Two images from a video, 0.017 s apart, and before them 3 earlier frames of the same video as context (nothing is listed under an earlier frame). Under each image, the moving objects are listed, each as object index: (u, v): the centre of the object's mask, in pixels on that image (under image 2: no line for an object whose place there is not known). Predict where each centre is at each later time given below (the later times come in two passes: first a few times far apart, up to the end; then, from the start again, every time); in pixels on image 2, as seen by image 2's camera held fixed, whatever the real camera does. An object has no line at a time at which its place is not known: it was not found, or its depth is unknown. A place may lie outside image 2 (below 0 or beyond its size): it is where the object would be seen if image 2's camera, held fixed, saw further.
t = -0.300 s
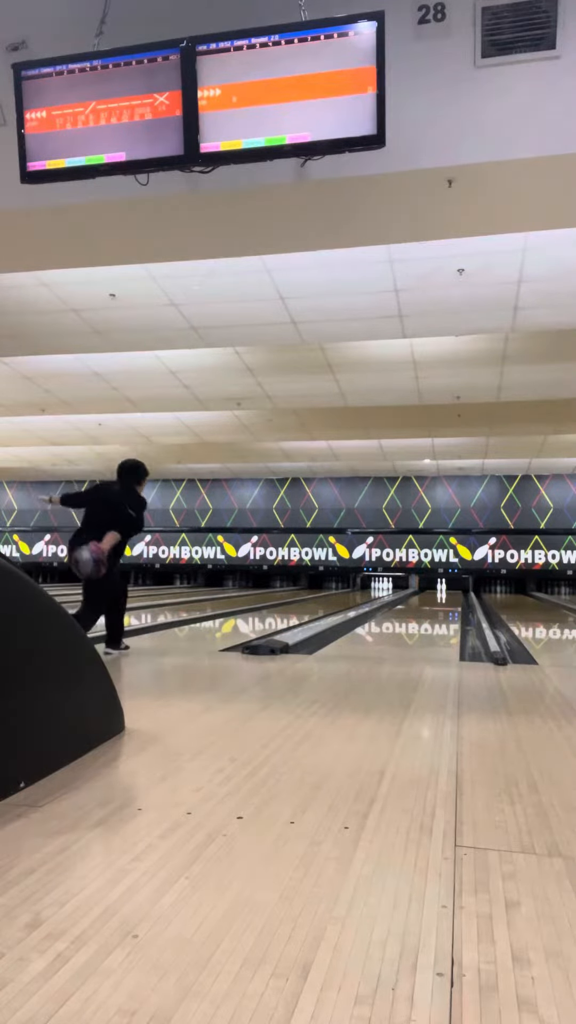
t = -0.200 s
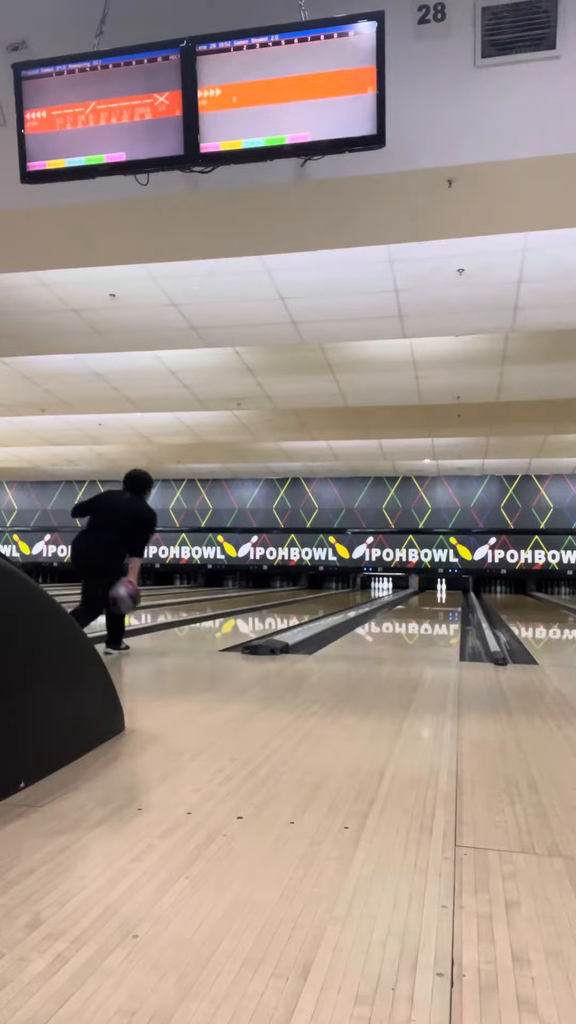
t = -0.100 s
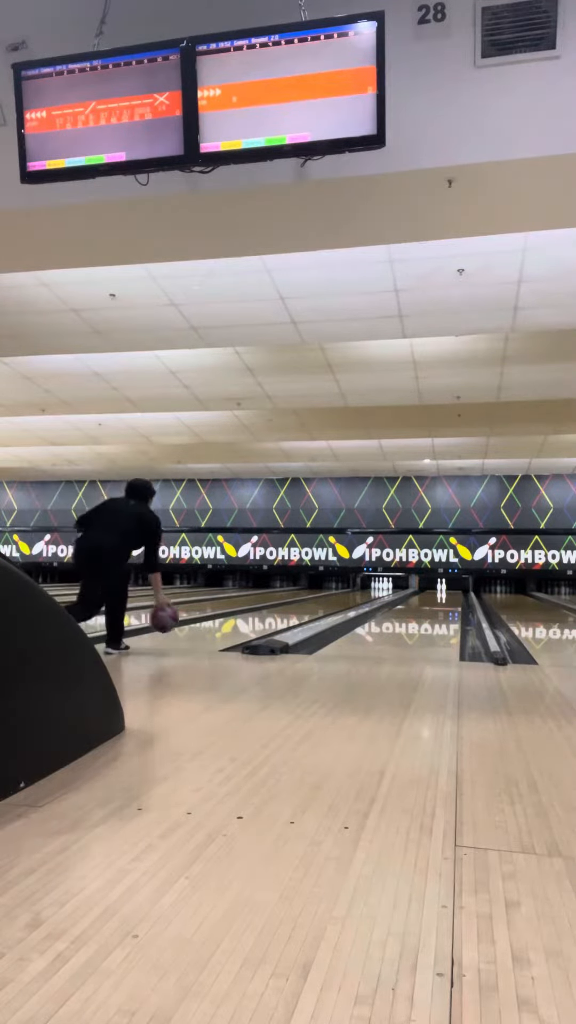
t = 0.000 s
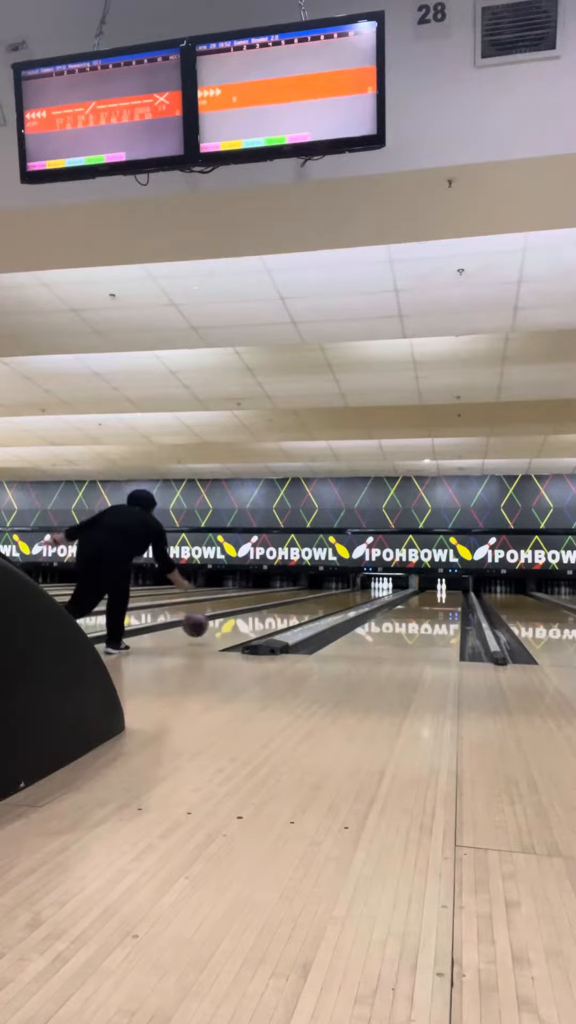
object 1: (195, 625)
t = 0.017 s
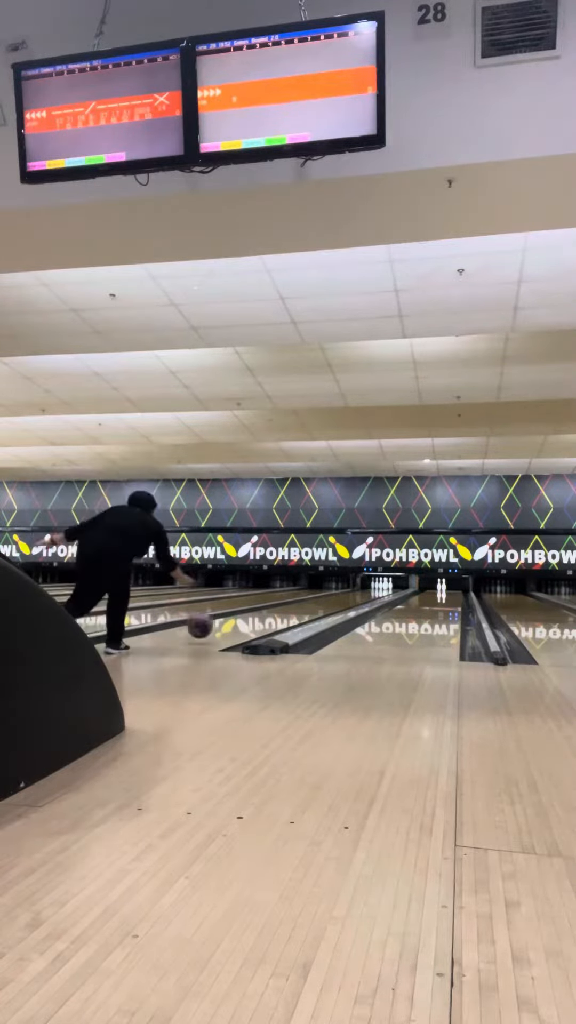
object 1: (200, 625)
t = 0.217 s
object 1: (244, 622)
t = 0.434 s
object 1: (277, 613)
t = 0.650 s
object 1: (302, 609)
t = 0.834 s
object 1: (318, 605)
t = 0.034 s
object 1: (203, 627)
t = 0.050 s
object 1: (208, 628)
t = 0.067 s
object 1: (212, 627)
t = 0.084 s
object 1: (216, 626)
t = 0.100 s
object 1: (220, 626)
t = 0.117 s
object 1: (224, 625)
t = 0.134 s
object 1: (227, 625)
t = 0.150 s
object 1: (231, 624)
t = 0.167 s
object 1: (234, 623)
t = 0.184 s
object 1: (238, 622)
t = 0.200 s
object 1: (241, 623)
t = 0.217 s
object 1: (244, 622)
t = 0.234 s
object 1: (247, 622)
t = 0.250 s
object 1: (250, 620)
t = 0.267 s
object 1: (253, 619)
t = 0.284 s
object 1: (256, 618)
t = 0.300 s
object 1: (258, 617)
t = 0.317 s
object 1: (261, 617)
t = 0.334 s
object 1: (263, 616)
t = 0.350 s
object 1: (266, 616)
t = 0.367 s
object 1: (268, 615)
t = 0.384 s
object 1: (271, 615)
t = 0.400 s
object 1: (273, 615)
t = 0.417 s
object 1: (275, 614)
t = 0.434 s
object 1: (277, 613)
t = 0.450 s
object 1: (280, 613)
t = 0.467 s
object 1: (281, 613)
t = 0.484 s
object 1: (284, 612)
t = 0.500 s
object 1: (285, 612)
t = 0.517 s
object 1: (287, 611)
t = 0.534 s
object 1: (289, 612)
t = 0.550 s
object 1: (292, 612)
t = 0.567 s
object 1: (294, 611)
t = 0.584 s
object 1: (296, 610)
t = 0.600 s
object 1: (298, 609)
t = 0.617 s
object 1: (300, 608)
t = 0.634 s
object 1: (300, 608)
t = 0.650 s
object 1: (302, 609)
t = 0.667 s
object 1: (304, 609)
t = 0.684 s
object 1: (306, 607)
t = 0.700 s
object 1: (307, 607)
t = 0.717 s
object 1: (308, 606)
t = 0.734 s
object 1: (309, 607)
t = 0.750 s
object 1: (311, 607)
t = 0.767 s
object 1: (313, 607)
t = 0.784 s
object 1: (314, 606)
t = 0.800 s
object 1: (315, 606)
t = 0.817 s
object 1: (317, 606)
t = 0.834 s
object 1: (318, 605)
